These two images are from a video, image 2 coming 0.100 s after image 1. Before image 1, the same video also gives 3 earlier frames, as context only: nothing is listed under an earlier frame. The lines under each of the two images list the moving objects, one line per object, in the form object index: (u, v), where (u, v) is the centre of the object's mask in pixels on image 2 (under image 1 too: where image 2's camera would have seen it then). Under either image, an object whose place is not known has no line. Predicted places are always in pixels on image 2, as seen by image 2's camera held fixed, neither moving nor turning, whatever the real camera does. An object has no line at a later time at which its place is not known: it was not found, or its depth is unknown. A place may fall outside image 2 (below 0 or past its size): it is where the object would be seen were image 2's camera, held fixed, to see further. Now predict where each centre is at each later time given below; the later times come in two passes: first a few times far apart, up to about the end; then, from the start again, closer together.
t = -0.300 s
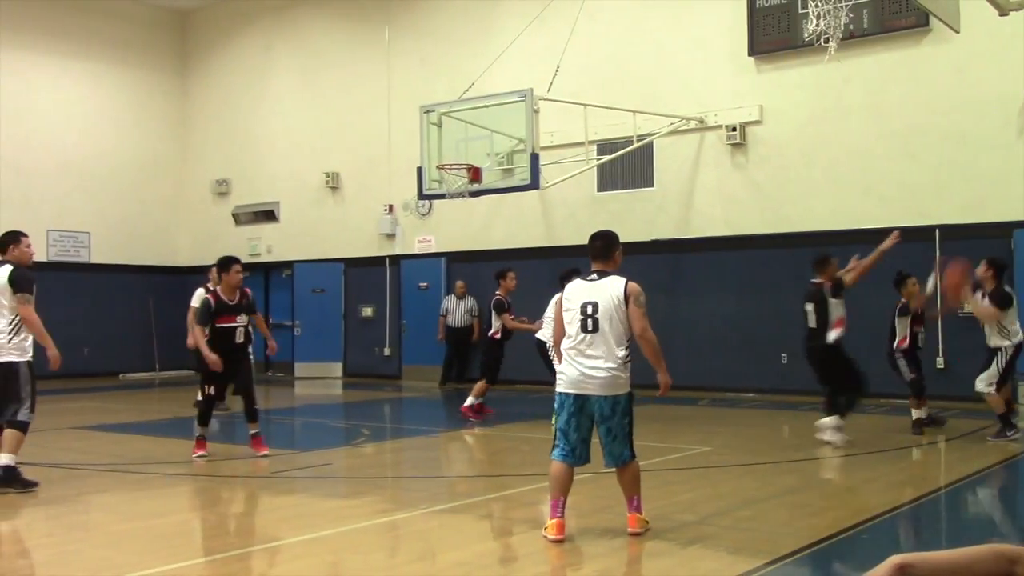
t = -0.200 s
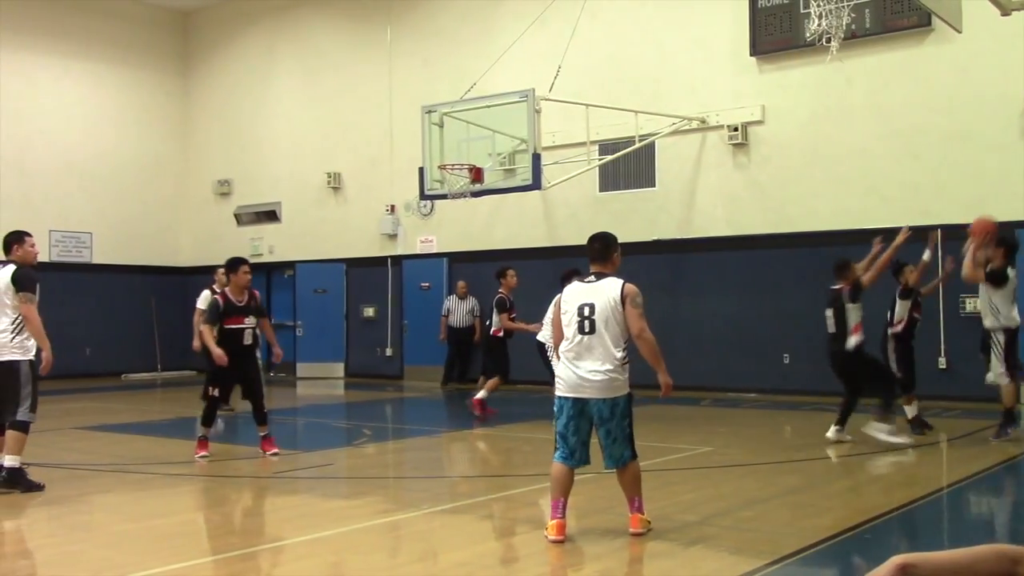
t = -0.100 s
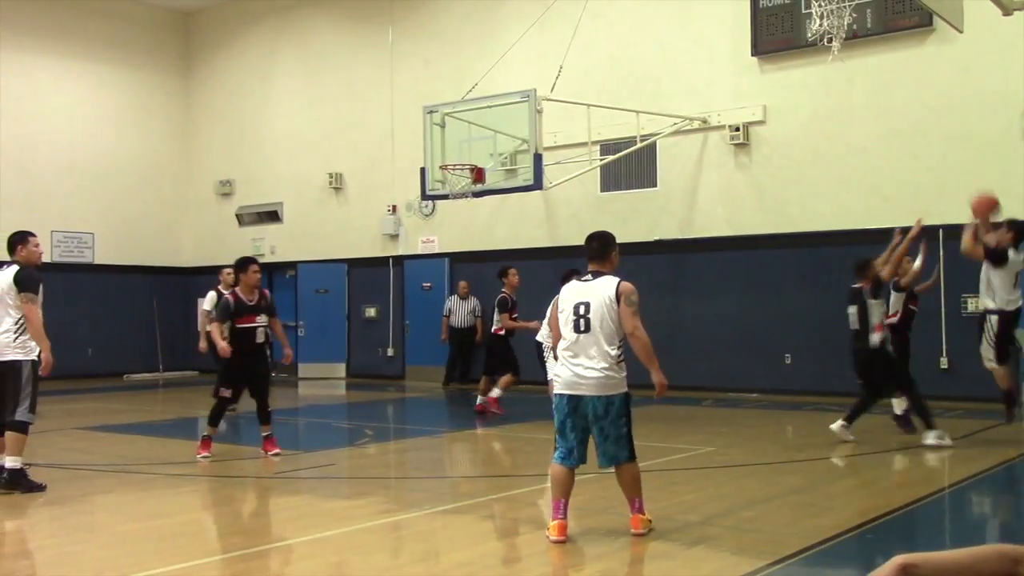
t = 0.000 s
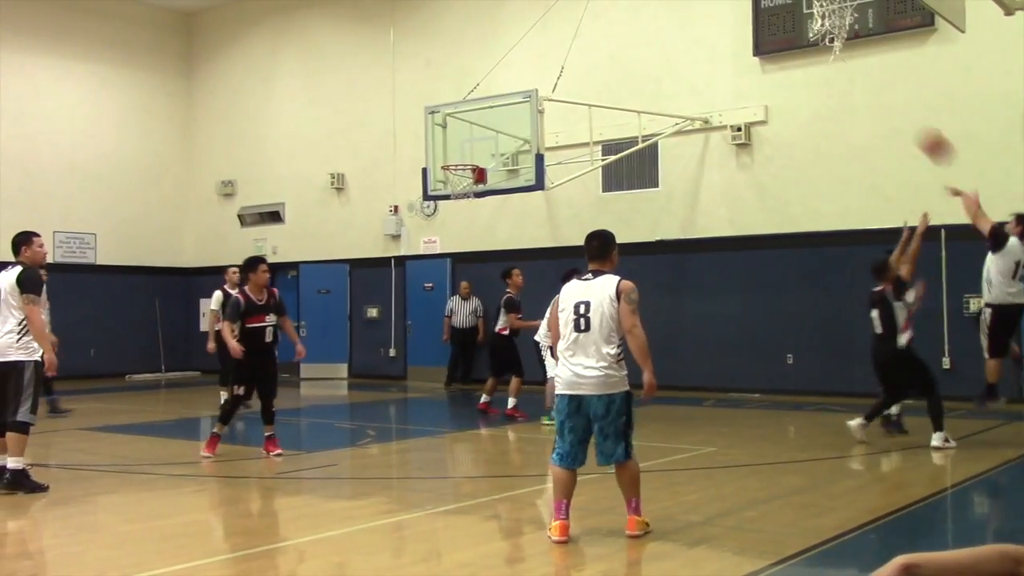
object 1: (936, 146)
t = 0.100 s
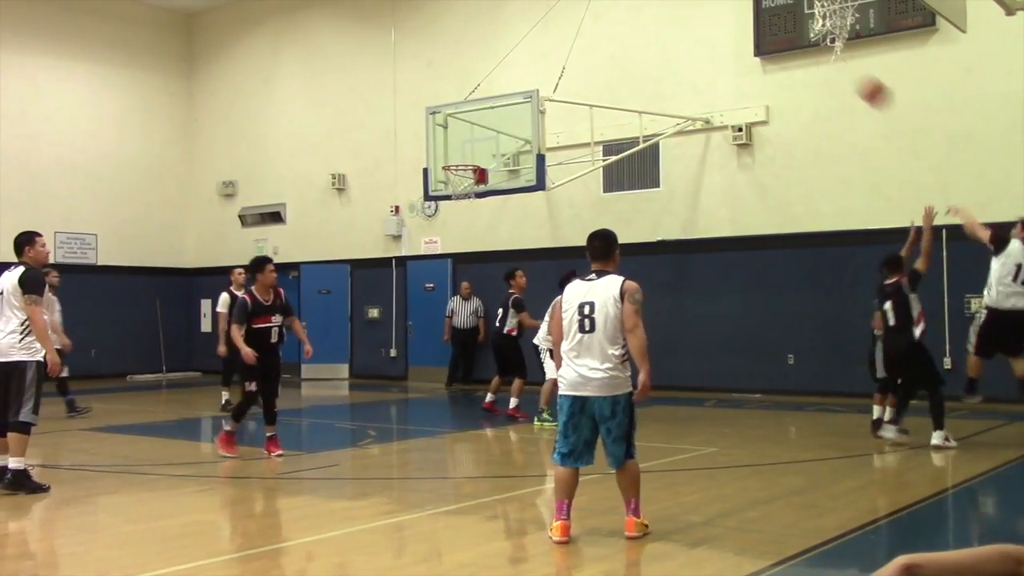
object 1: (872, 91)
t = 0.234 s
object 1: (794, 39)
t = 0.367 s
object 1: (726, 13)
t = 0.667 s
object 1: (590, 14)
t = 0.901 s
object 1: (501, 66)
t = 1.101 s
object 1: (432, 141)
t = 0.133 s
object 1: (852, 76)
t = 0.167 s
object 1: (832, 61)
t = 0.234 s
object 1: (794, 39)
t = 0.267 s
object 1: (779, 32)
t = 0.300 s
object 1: (762, 25)
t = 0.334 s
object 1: (741, 18)
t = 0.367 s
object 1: (726, 13)
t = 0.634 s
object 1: (604, 10)
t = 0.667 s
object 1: (590, 14)
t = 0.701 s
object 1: (577, 19)
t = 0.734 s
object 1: (564, 25)
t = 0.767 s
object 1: (551, 31)
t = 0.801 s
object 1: (538, 39)
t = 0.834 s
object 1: (526, 47)
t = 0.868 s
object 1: (514, 56)
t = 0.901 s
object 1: (501, 66)
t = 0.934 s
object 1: (490, 76)
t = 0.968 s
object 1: (478, 88)
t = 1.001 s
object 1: (466, 100)
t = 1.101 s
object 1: (432, 141)
